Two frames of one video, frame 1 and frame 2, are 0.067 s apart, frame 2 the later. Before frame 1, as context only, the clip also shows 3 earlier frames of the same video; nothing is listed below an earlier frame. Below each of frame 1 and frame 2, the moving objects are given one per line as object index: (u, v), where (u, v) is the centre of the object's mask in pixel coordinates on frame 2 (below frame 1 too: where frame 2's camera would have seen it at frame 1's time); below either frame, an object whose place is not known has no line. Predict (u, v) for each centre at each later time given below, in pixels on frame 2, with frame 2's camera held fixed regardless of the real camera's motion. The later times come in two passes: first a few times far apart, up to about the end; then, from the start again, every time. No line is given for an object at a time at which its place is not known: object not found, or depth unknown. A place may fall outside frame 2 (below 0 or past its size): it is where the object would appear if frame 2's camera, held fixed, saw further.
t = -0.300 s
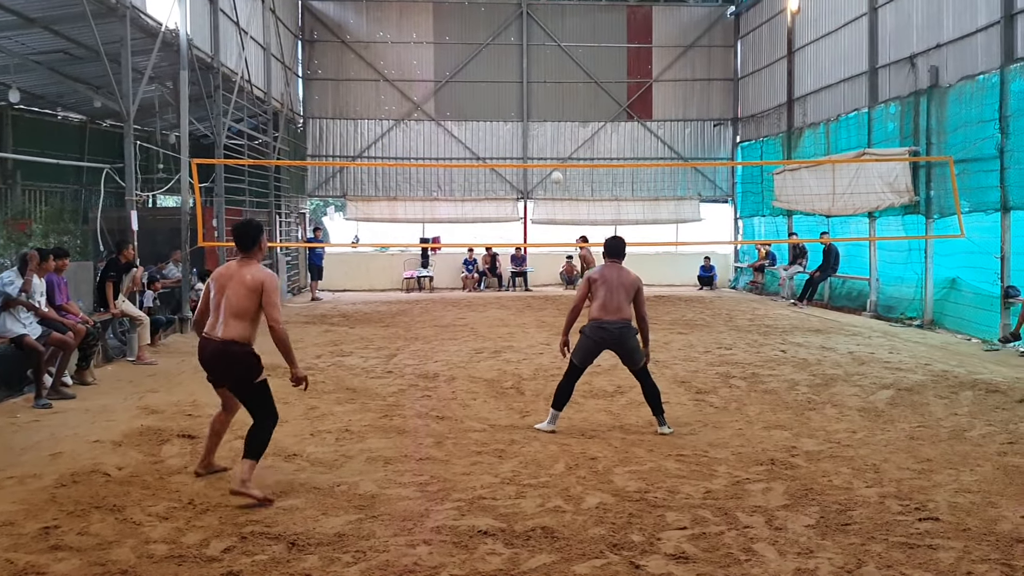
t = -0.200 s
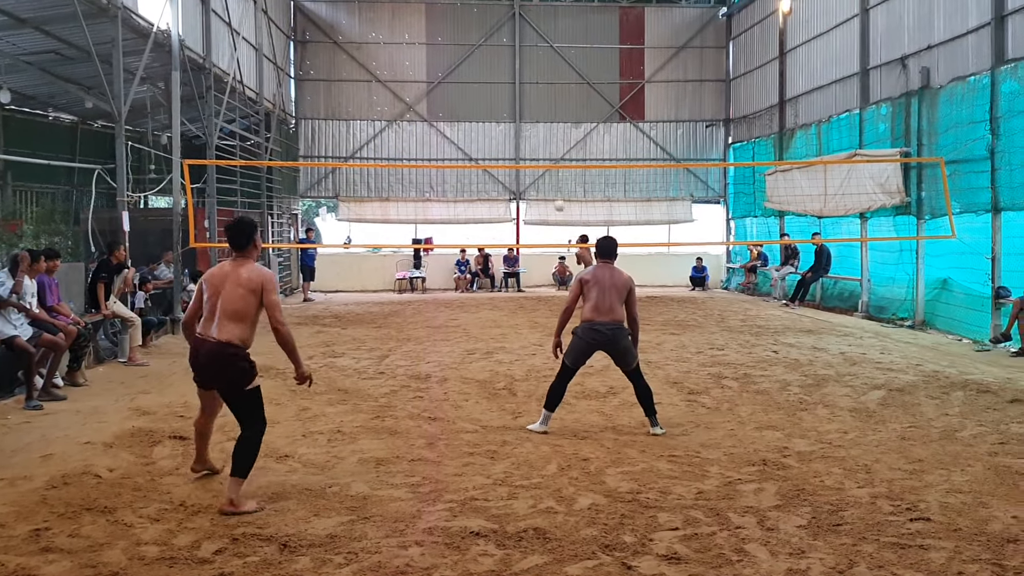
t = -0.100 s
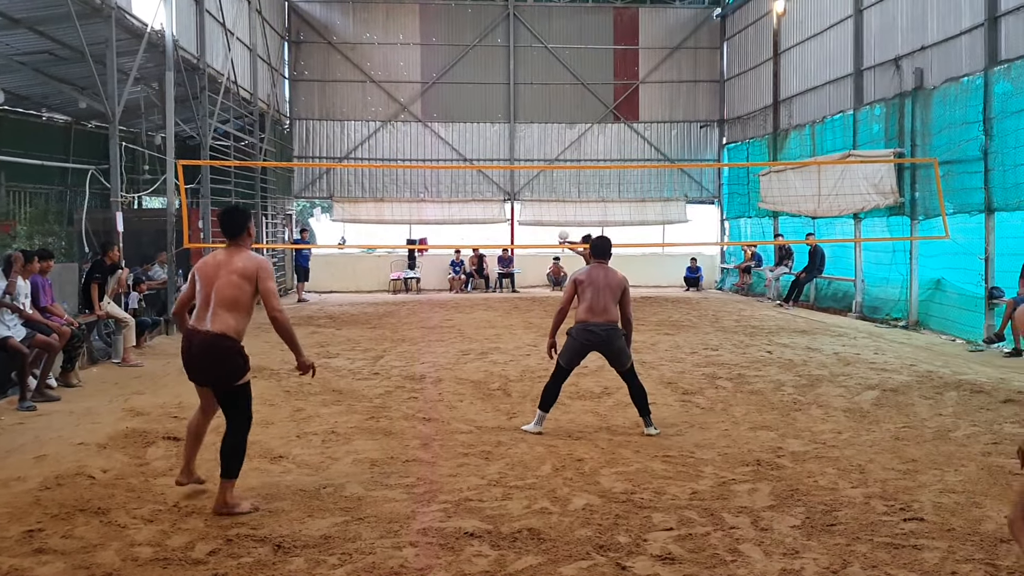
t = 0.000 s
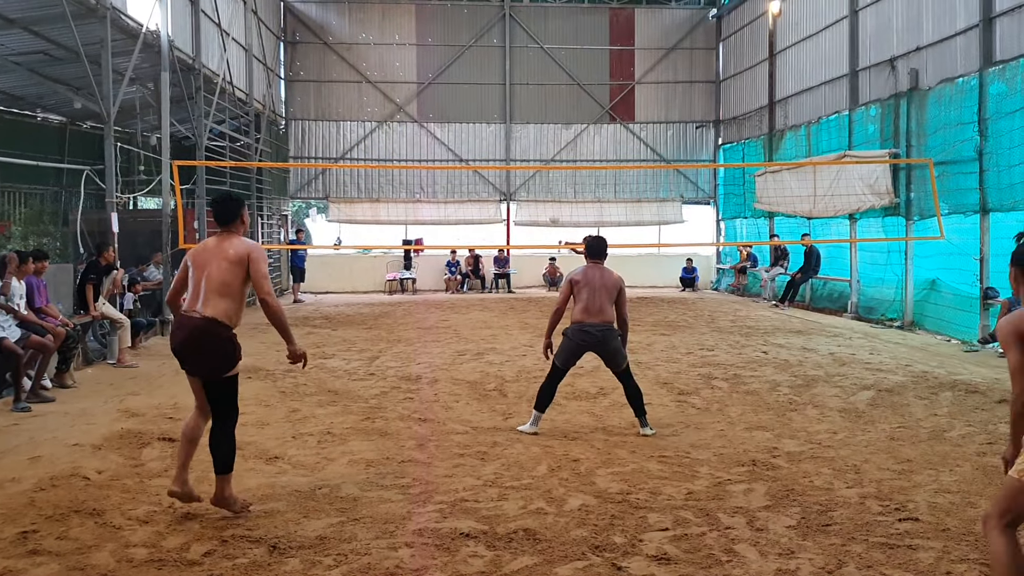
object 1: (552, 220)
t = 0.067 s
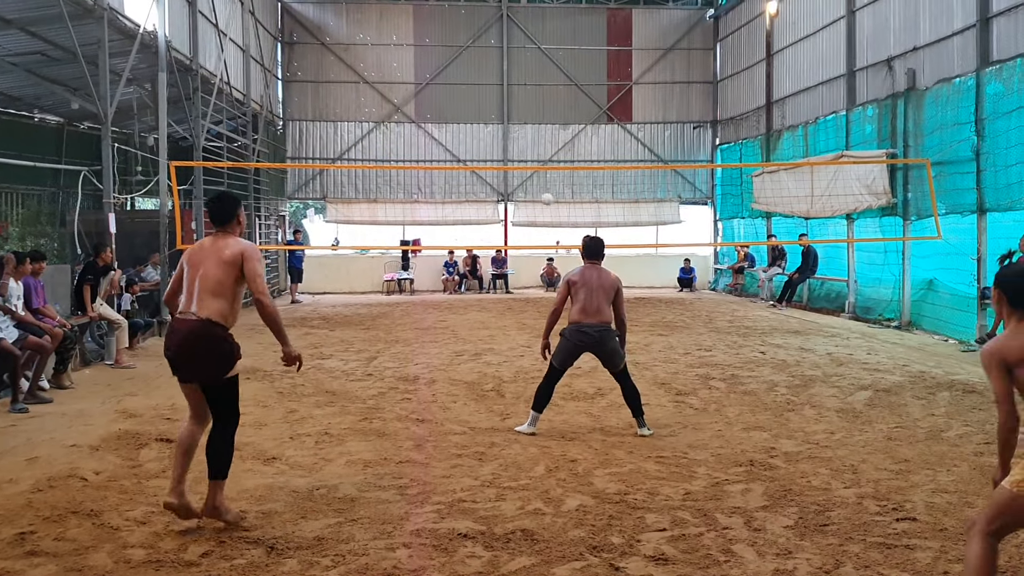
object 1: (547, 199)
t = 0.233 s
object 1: (534, 154)
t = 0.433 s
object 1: (510, 111)
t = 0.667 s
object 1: (465, 81)
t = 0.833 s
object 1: (416, 91)
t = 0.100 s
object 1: (544, 190)
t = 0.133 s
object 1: (542, 180)
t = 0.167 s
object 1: (539, 172)
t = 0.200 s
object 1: (536, 161)
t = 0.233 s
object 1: (534, 154)
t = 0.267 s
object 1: (530, 146)
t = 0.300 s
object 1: (526, 138)
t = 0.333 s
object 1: (522, 131)
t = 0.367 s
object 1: (519, 123)
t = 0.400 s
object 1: (515, 117)
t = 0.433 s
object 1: (510, 111)
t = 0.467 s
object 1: (505, 105)
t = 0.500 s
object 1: (501, 100)
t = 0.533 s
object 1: (494, 95)
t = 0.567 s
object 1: (488, 91)
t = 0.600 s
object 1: (481, 87)
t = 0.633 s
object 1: (473, 84)
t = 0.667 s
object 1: (465, 81)
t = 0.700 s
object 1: (456, 81)
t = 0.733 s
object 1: (447, 81)
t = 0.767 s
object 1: (437, 82)
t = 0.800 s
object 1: (427, 86)
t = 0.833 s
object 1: (416, 91)
